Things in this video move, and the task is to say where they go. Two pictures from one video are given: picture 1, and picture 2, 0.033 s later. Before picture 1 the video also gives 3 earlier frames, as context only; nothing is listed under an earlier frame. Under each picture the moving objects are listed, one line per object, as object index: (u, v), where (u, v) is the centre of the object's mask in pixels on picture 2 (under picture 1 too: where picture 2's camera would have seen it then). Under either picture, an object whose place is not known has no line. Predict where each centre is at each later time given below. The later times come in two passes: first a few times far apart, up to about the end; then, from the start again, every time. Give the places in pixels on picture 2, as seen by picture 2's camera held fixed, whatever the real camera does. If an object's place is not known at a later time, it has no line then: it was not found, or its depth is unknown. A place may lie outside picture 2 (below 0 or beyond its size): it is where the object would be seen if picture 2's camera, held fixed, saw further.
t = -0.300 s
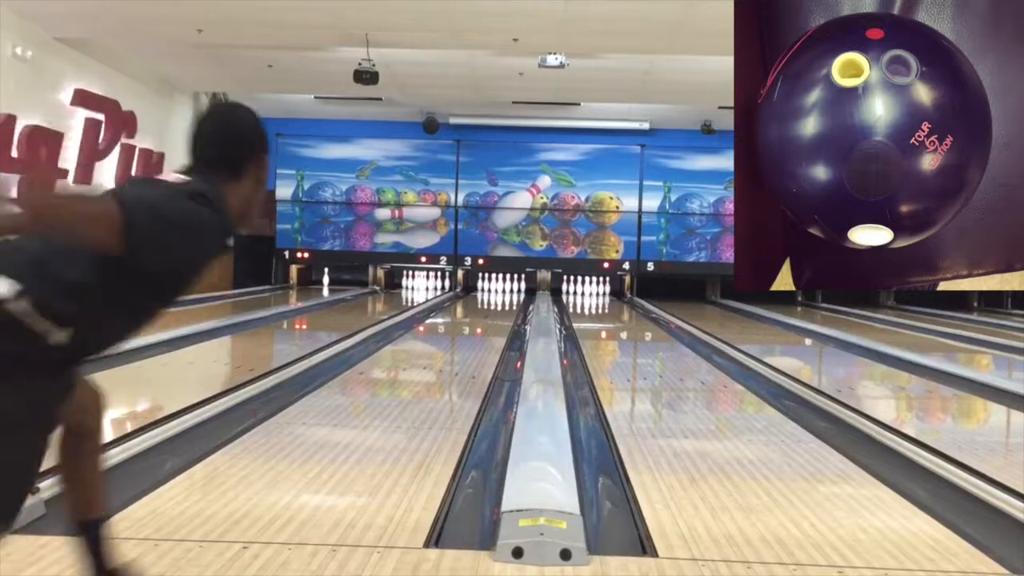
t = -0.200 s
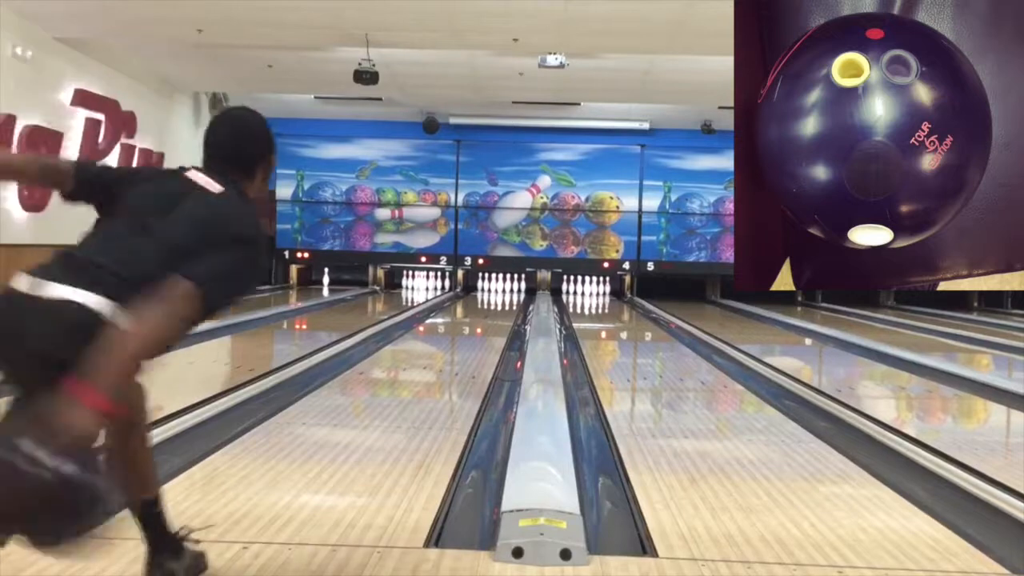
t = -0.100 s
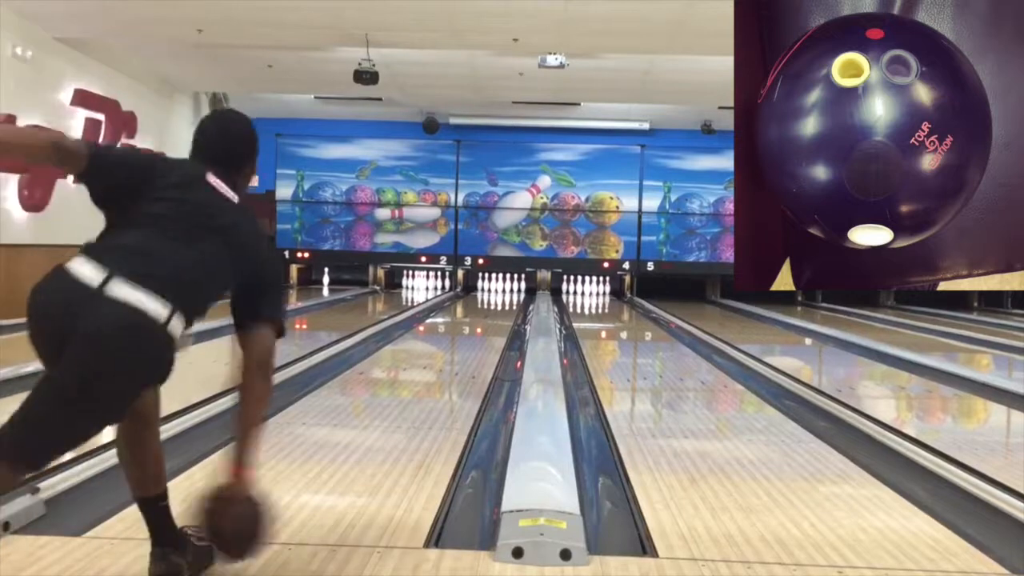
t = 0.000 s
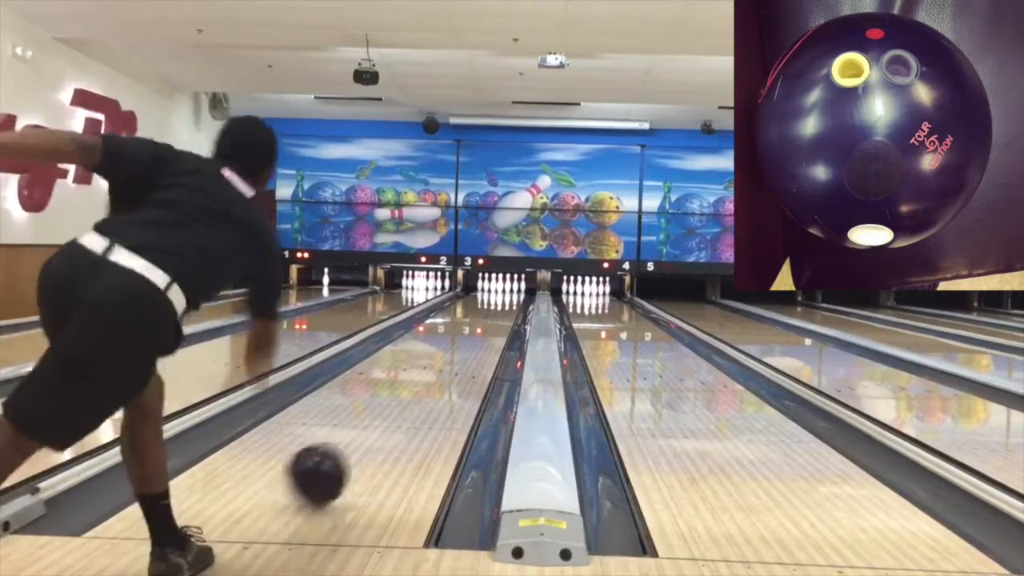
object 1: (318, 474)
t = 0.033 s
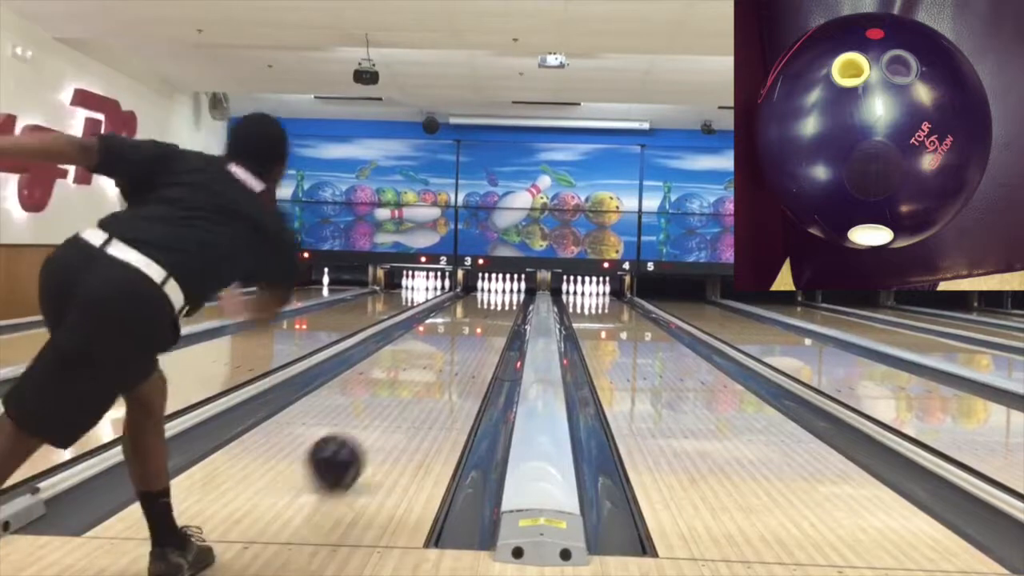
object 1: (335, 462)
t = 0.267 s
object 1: (413, 391)
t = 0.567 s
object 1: (457, 349)
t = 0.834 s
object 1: (477, 327)
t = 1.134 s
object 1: (491, 312)
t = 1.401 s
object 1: (499, 303)
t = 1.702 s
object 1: (503, 296)
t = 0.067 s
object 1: (351, 448)
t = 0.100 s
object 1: (365, 435)
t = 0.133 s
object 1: (377, 424)
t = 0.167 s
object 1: (387, 415)
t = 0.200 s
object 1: (397, 406)
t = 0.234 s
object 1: (405, 398)
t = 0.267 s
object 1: (413, 391)
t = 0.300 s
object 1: (420, 384)
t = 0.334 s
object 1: (426, 379)
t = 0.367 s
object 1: (432, 373)
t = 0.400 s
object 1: (436, 368)
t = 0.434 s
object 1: (441, 364)
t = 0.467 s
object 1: (446, 359)
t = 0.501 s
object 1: (449, 355)
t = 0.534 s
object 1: (453, 352)
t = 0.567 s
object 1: (457, 349)
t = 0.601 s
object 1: (460, 345)
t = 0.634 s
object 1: (463, 342)
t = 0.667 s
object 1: (466, 339)
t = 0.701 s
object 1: (468, 337)
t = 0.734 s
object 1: (471, 334)
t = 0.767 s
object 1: (473, 332)
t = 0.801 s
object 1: (475, 330)
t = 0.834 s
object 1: (477, 327)
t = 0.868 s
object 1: (479, 326)
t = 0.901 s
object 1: (481, 323)
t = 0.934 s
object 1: (483, 322)
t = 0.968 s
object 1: (484, 321)
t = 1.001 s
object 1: (486, 318)
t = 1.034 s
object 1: (487, 317)
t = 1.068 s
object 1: (488, 315)
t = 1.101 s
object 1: (490, 314)
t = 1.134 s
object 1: (491, 312)
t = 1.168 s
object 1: (492, 311)
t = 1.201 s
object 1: (493, 310)
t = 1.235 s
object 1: (494, 309)
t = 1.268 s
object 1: (494, 308)
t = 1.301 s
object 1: (495, 306)
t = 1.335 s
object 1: (495, 306)
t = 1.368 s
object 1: (497, 305)
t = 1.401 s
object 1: (499, 303)
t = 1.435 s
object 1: (499, 302)
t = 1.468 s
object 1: (500, 302)
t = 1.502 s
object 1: (500, 301)
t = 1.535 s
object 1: (501, 300)
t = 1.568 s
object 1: (501, 299)
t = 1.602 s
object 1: (502, 298)
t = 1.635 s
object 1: (503, 297)
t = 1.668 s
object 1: (503, 296)
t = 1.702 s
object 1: (503, 296)
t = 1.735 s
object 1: (503, 295)
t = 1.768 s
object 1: (503, 294)
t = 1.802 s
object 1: (504, 294)
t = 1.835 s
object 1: (503, 293)
